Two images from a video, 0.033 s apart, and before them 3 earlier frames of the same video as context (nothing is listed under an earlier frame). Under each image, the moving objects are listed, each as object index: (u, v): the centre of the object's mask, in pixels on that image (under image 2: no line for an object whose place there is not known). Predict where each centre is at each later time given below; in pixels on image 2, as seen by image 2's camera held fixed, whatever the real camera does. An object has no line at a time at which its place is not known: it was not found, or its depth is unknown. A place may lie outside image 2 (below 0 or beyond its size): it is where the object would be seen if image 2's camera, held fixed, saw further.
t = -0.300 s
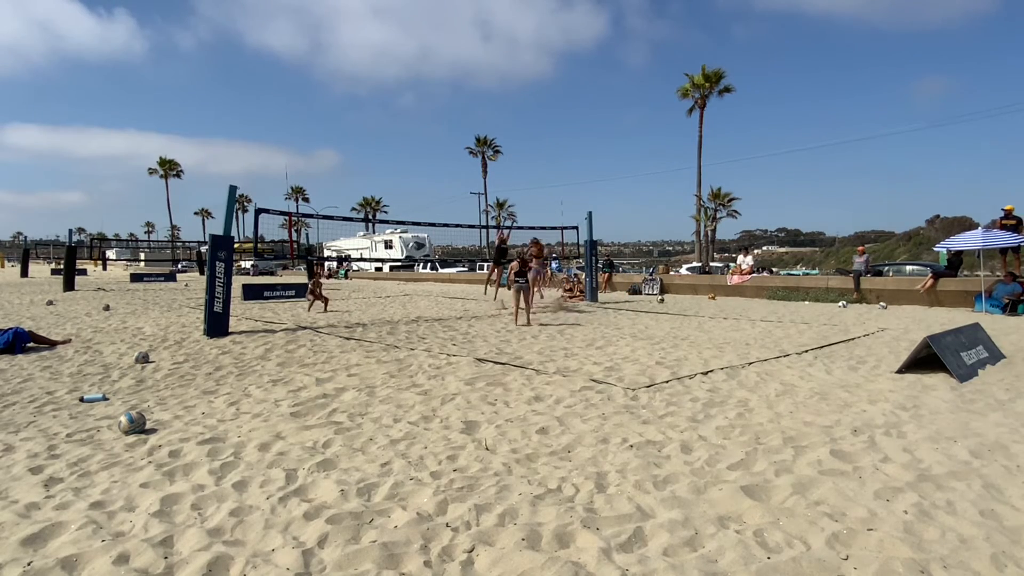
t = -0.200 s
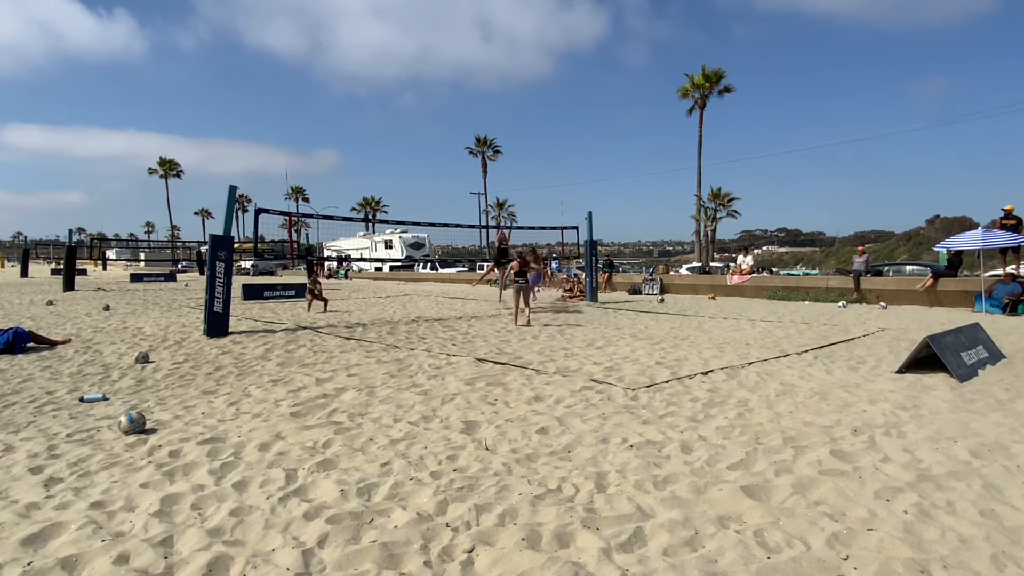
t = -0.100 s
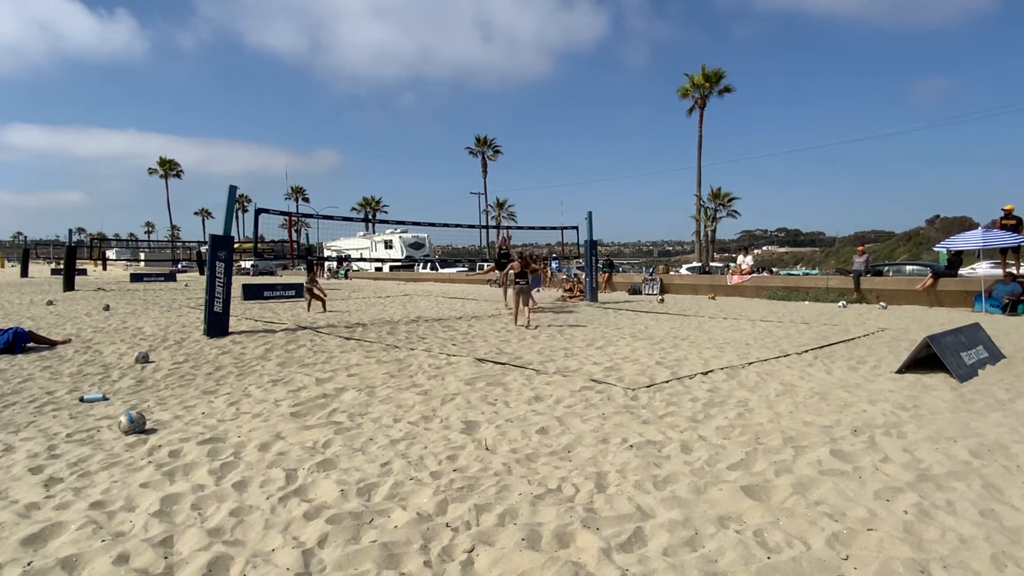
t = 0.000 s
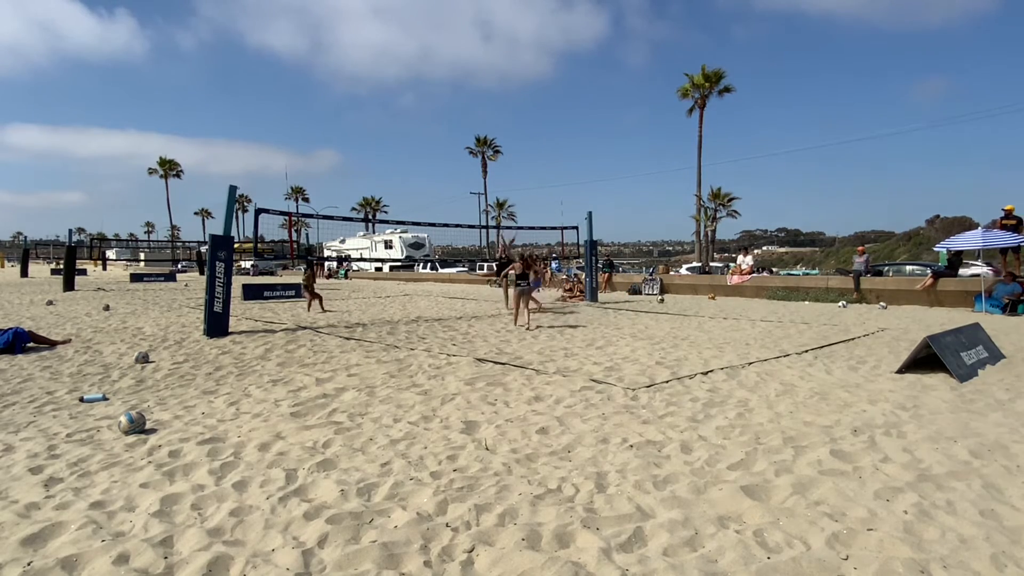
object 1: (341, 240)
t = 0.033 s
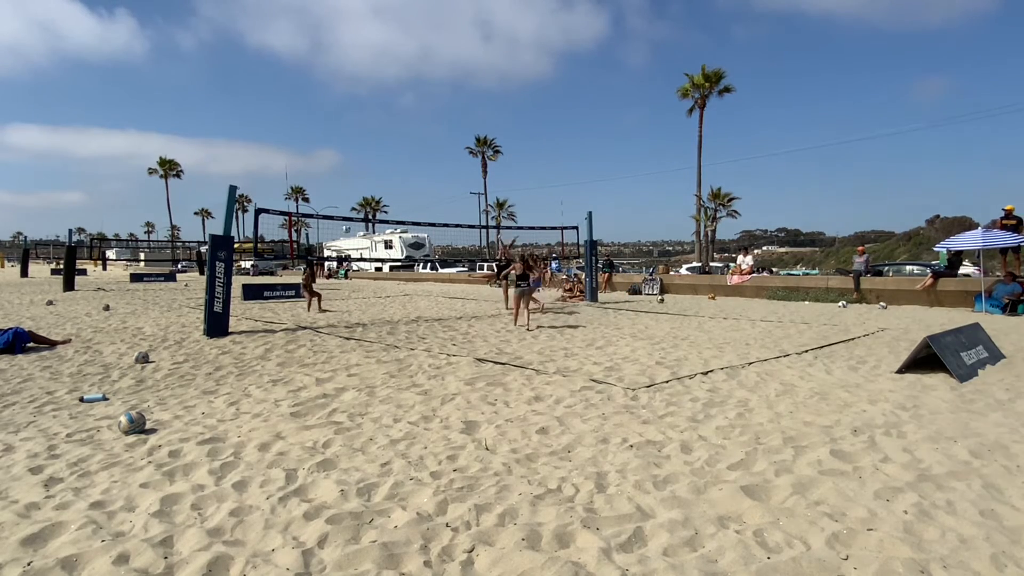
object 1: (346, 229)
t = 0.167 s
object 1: (364, 189)
